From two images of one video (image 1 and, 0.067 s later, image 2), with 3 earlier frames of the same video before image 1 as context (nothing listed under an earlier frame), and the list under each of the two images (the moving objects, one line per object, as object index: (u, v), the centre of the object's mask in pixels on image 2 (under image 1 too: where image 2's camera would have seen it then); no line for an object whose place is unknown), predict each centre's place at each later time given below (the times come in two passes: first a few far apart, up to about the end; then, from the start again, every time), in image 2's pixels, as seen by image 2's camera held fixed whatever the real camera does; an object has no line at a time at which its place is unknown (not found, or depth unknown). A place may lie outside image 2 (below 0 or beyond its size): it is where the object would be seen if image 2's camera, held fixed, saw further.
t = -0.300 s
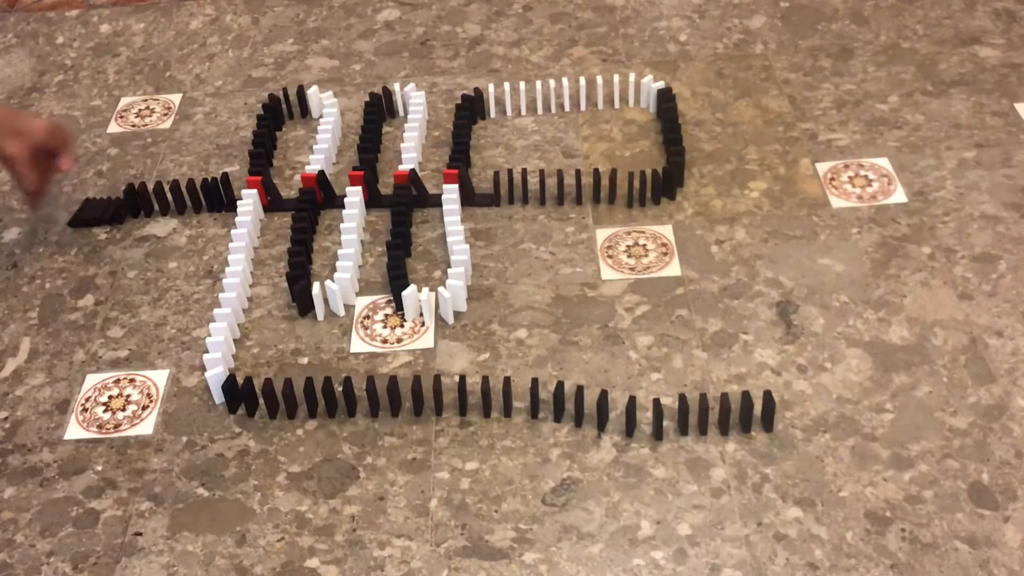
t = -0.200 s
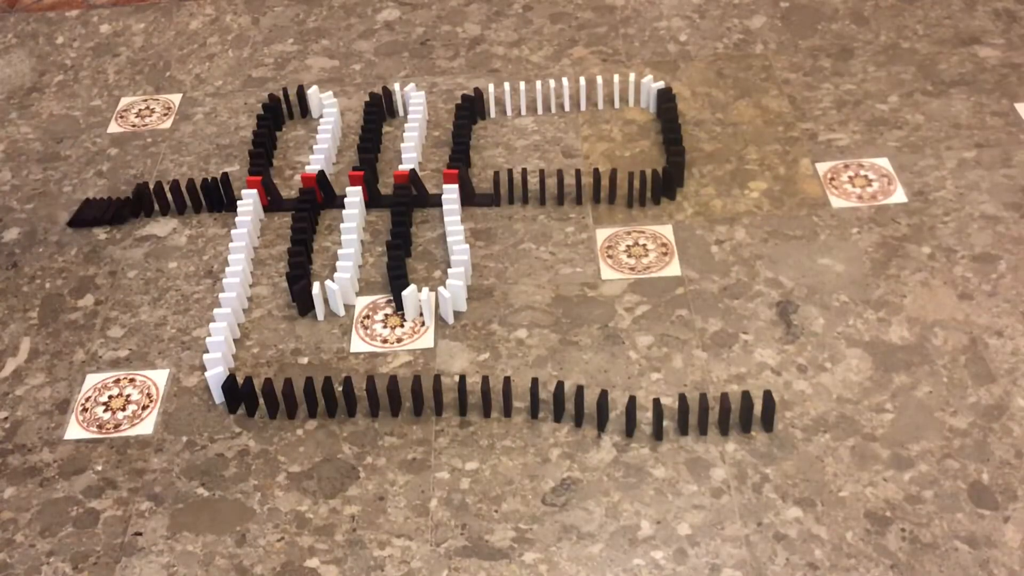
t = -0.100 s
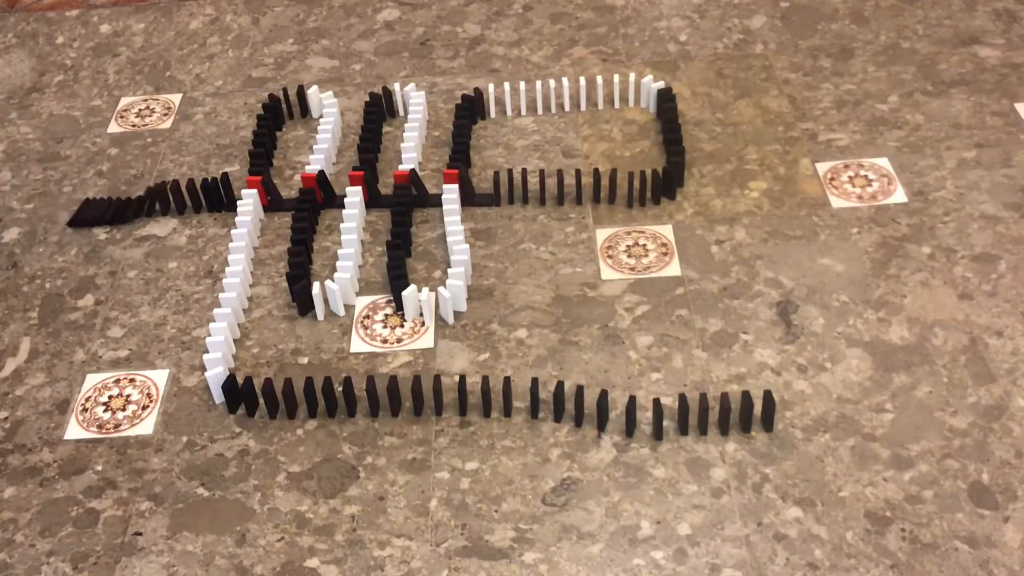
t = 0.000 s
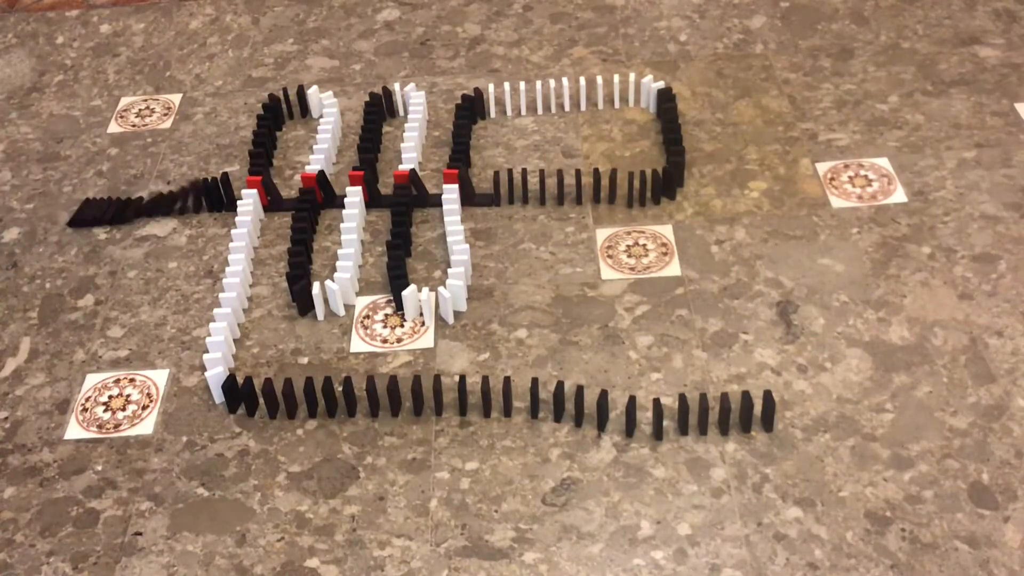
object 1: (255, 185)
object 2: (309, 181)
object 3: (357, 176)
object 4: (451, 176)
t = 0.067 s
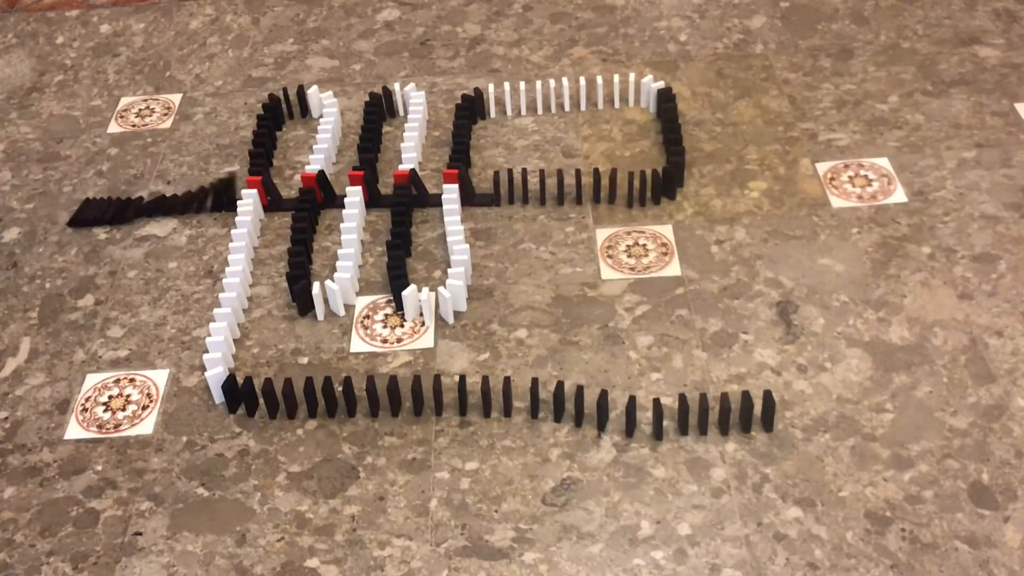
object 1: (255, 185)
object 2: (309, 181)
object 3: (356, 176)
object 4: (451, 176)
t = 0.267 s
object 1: (279, 196)
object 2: (313, 178)
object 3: (357, 176)
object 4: (451, 176)
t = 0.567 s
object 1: (274, 218)
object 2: (331, 188)
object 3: (375, 184)
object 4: (451, 176)
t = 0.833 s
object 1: (274, 218)
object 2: (332, 189)
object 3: (376, 187)
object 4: (452, 176)
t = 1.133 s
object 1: (273, 218)
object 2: (332, 189)
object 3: (376, 188)
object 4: (472, 184)
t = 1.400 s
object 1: (273, 218)
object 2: (332, 189)
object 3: (376, 188)
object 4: (474, 186)
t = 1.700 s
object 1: (273, 218)
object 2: (331, 189)
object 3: (376, 188)
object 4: (474, 186)
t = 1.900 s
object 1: (270, 221)
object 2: (331, 189)
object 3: (376, 188)
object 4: (475, 185)
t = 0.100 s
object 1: (255, 185)
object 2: (309, 181)
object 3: (356, 176)
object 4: (451, 176)
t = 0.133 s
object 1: (261, 187)
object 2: (309, 181)
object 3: (356, 176)
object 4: (451, 176)
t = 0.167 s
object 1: (268, 191)
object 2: (309, 181)
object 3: (357, 176)
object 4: (451, 176)
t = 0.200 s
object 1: (274, 192)
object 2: (309, 181)
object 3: (356, 176)
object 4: (451, 176)
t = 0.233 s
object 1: (278, 193)
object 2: (310, 180)
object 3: (356, 176)
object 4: (451, 176)
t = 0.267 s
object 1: (279, 196)
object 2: (313, 178)
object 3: (357, 176)
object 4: (451, 176)
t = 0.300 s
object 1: (278, 201)
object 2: (319, 183)
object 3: (356, 176)
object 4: (451, 176)
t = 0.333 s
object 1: (275, 209)
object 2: (322, 184)
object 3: (356, 176)
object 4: (451, 176)
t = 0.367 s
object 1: (275, 214)
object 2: (325, 184)
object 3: (357, 176)
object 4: (451, 176)
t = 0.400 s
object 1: (274, 216)
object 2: (328, 185)
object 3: (358, 176)
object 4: (451, 176)
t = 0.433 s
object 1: (274, 217)
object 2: (330, 185)
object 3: (363, 180)
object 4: (451, 176)
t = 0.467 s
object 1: (274, 218)
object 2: (331, 185)
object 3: (367, 182)
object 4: (451, 176)
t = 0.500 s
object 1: (274, 218)
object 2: (331, 185)
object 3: (371, 182)
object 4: (451, 176)
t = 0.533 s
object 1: (274, 218)
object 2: (330, 189)
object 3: (374, 184)
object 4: (451, 176)
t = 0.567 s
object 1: (274, 218)
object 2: (331, 188)
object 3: (375, 184)
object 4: (451, 176)
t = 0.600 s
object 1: (274, 218)
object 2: (332, 189)
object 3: (376, 185)
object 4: (451, 176)
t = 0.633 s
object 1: (274, 218)
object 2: (332, 189)
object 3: (377, 186)
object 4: (451, 176)
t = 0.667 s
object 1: (274, 218)
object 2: (331, 189)
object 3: (377, 187)
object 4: (451, 176)
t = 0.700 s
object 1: (274, 218)
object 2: (331, 189)
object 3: (376, 188)
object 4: (451, 176)
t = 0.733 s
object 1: (274, 218)
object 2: (331, 189)
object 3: (376, 187)
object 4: (451, 176)
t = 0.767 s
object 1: (274, 218)
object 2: (332, 189)
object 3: (375, 187)
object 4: (451, 176)
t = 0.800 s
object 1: (274, 218)
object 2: (332, 189)
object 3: (375, 187)
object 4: (451, 176)
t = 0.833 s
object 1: (274, 218)
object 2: (332, 189)
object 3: (376, 187)
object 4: (452, 176)
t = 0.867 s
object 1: (274, 218)
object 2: (332, 189)
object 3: (375, 187)
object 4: (453, 176)
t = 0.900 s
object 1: (274, 218)
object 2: (332, 189)
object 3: (375, 187)
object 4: (454, 177)
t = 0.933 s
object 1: (274, 218)
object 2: (332, 189)
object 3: (375, 187)
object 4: (455, 177)
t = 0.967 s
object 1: (274, 218)
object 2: (332, 189)
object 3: (376, 188)
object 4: (456, 177)
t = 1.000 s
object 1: (273, 218)
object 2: (332, 188)
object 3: (376, 188)
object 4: (459, 178)
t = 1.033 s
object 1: (273, 218)
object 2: (332, 188)
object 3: (376, 188)
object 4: (461, 178)
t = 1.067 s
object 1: (273, 218)
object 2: (332, 189)
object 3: (376, 188)
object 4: (463, 180)
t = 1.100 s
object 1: (273, 218)
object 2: (332, 189)
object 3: (376, 188)
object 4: (468, 182)
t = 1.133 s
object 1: (273, 218)
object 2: (332, 189)
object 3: (376, 188)
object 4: (472, 184)
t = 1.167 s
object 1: (273, 218)
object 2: (332, 189)
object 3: (376, 188)
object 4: (474, 185)
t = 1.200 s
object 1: (273, 218)
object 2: (332, 189)
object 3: (376, 188)
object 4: (474, 186)
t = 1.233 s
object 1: (273, 218)
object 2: (331, 189)
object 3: (376, 188)
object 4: (474, 186)
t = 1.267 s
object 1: (273, 218)
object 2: (331, 189)
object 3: (376, 188)
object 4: (474, 186)
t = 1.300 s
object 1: (273, 218)
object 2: (332, 189)
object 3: (376, 188)
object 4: (474, 186)
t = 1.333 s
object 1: (273, 218)
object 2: (332, 189)
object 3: (376, 188)
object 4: (474, 186)
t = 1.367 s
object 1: (273, 218)
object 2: (332, 189)
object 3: (376, 188)
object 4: (473, 186)
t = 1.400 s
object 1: (273, 218)
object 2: (332, 189)
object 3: (376, 188)
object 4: (474, 186)
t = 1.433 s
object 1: (273, 218)
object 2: (332, 189)
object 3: (376, 188)
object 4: (474, 186)
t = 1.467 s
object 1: (273, 218)
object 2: (332, 189)
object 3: (376, 188)
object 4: (474, 186)
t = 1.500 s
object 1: (273, 218)
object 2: (331, 189)
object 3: (376, 188)
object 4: (474, 186)
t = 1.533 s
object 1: (273, 218)
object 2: (331, 189)
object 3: (376, 188)
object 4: (474, 186)
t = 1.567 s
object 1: (273, 218)
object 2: (331, 189)
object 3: (376, 188)
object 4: (474, 186)
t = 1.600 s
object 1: (273, 218)
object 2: (331, 189)
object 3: (376, 188)
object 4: (474, 186)
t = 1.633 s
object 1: (273, 218)
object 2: (331, 189)
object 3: (376, 188)
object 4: (474, 186)
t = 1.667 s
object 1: (273, 218)
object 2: (331, 189)
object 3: (376, 188)
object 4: (474, 186)
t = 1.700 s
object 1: (273, 218)
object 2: (331, 189)
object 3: (376, 188)
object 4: (474, 186)
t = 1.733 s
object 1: (273, 218)
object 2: (331, 189)
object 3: (376, 188)
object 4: (474, 185)
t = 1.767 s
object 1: (273, 218)
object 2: (331, 189)
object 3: (376, 188)
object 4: (474, 185)
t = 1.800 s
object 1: (273, 218)
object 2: (331, 189)
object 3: (376, 188)
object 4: (474, 185)
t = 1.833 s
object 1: (273, 218)
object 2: (331, 189)
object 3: (376, 188)
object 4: (475, 187)
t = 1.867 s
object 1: (270, 221)
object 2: (331, 189)
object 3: (376, 188)
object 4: (476, 186)
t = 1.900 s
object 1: (270, 221)
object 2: (331, 189)
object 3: (376, 188)
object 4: (475, 185)
